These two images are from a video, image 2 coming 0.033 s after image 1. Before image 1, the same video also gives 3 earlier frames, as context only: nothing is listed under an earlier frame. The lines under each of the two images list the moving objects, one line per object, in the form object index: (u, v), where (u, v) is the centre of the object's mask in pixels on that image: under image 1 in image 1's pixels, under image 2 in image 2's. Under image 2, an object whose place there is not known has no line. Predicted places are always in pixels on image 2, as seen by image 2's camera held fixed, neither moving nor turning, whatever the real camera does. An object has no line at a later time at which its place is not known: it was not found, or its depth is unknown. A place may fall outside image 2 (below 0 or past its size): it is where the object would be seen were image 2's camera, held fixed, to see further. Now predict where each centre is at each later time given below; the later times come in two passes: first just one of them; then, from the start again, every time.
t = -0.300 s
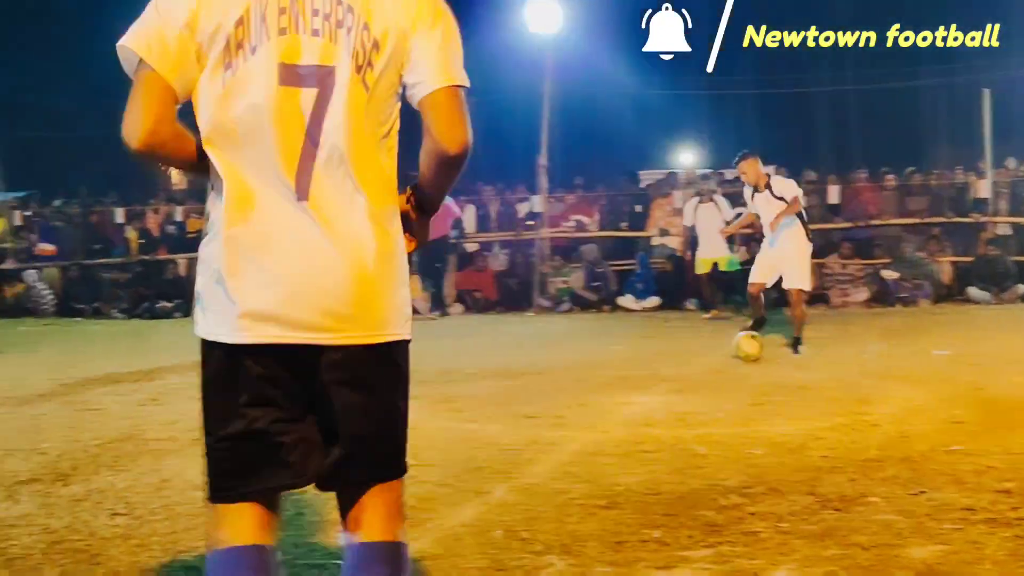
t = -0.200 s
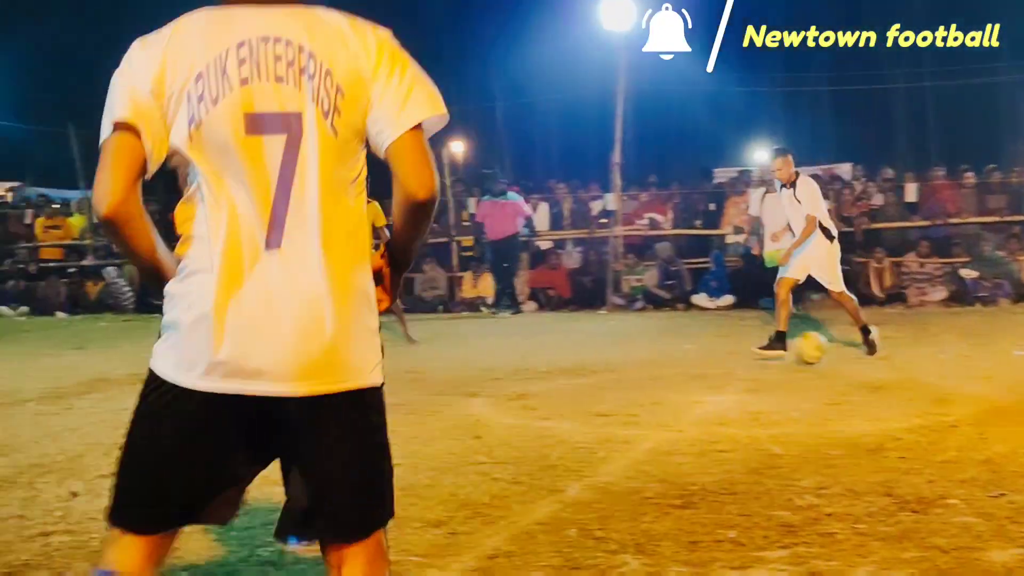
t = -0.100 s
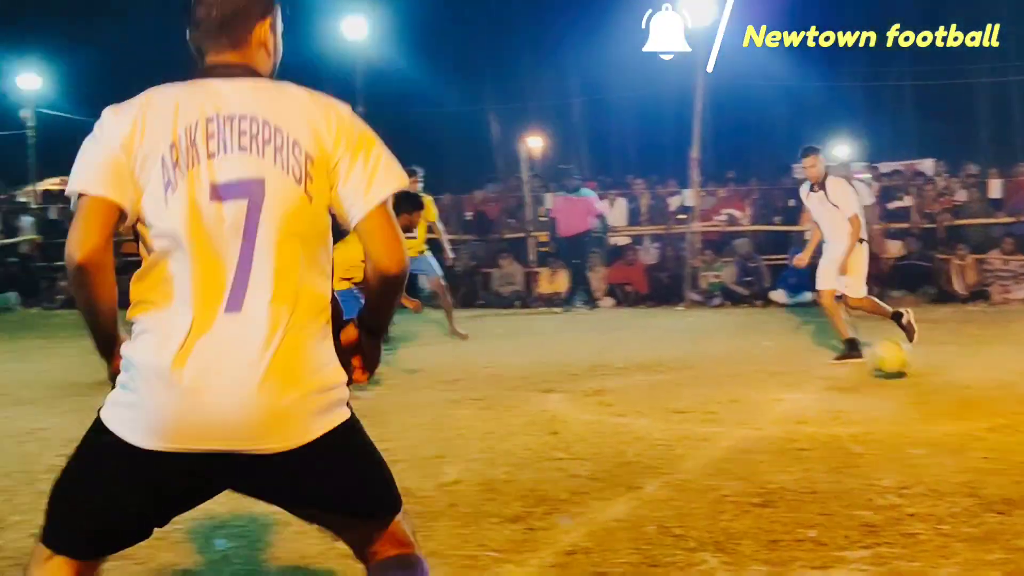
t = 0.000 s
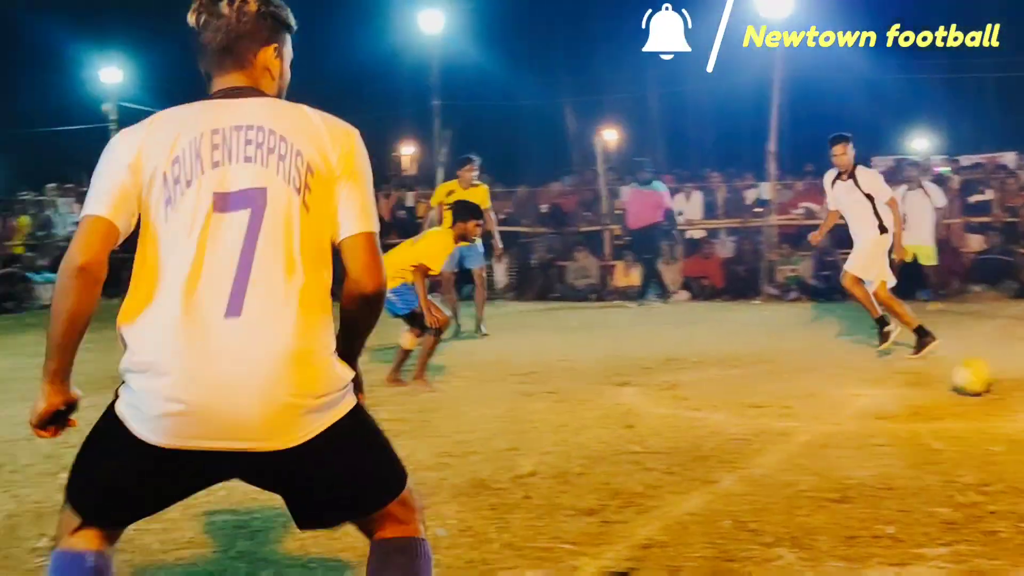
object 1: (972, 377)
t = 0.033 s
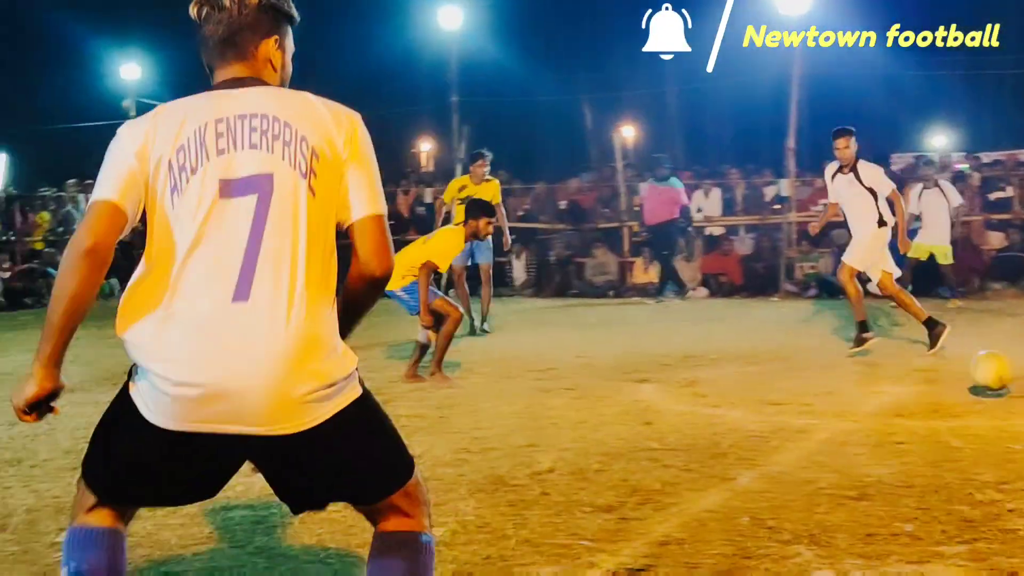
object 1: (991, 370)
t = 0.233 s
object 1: (986, 412)
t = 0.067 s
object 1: (990, 372)
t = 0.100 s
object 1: (989, 376)
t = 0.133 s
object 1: (989, 380)
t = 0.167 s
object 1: (987, 388)
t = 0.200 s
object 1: (988, 400)
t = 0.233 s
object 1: (986, 412)
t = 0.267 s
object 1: (985, 406)
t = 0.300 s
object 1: (982, 405)
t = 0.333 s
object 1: (980, 406)
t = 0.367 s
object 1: (979, 408)
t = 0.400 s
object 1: (975, 415)
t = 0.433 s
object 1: (973, 425)
